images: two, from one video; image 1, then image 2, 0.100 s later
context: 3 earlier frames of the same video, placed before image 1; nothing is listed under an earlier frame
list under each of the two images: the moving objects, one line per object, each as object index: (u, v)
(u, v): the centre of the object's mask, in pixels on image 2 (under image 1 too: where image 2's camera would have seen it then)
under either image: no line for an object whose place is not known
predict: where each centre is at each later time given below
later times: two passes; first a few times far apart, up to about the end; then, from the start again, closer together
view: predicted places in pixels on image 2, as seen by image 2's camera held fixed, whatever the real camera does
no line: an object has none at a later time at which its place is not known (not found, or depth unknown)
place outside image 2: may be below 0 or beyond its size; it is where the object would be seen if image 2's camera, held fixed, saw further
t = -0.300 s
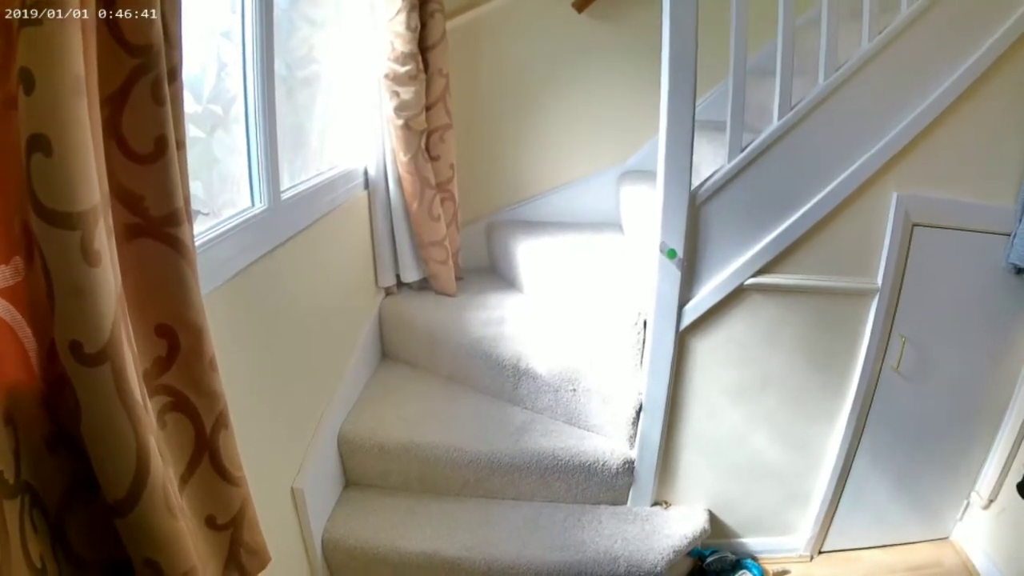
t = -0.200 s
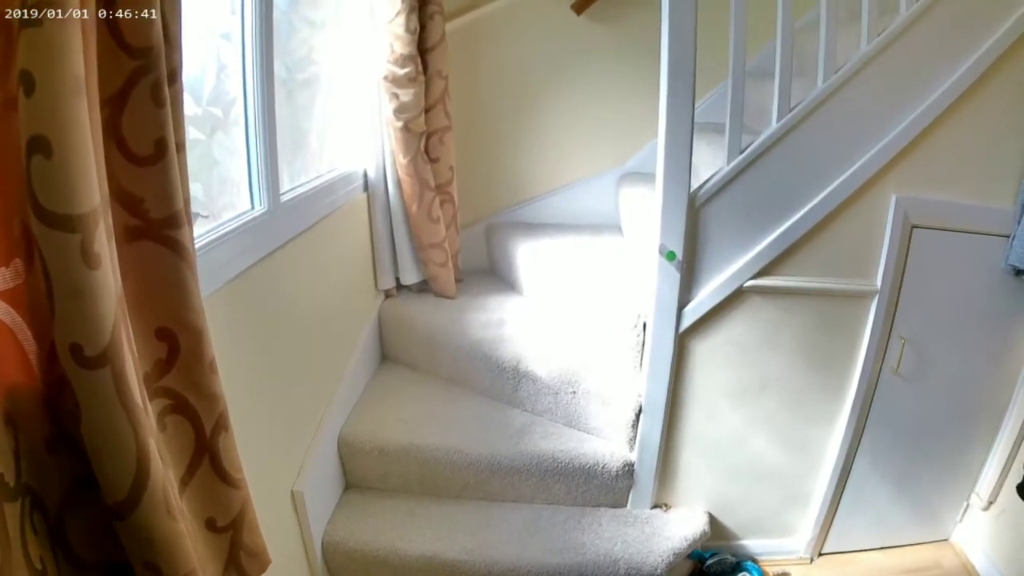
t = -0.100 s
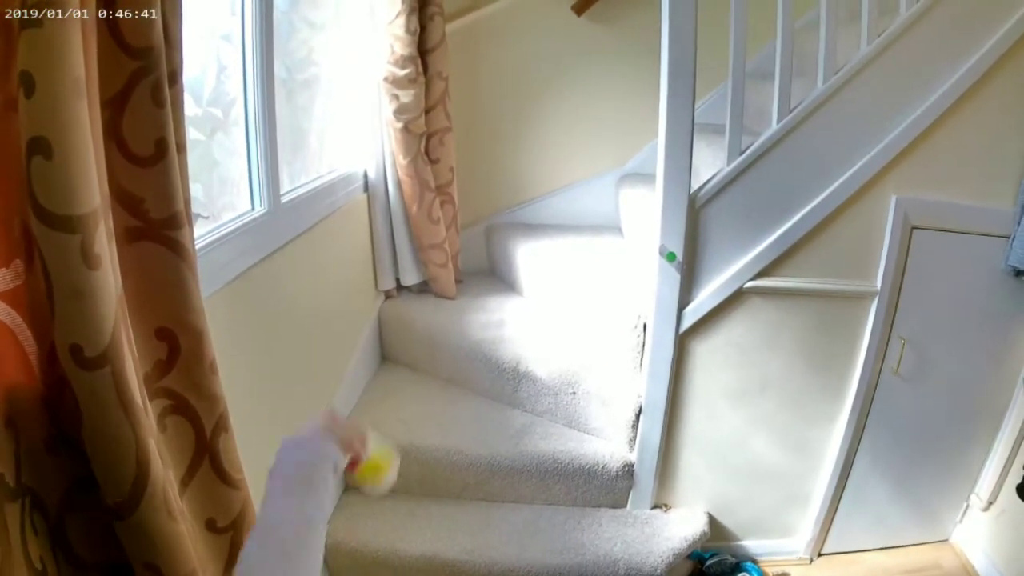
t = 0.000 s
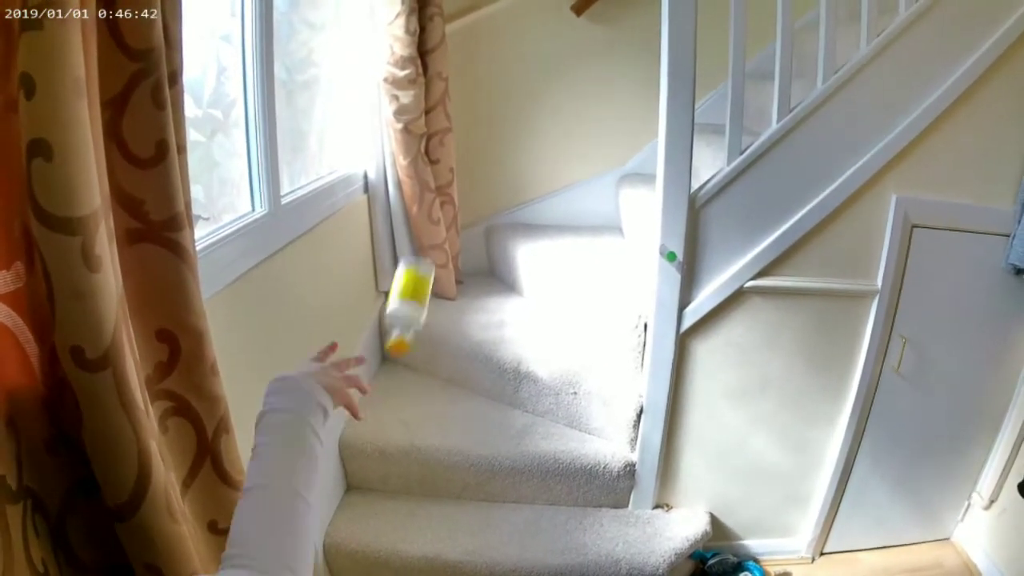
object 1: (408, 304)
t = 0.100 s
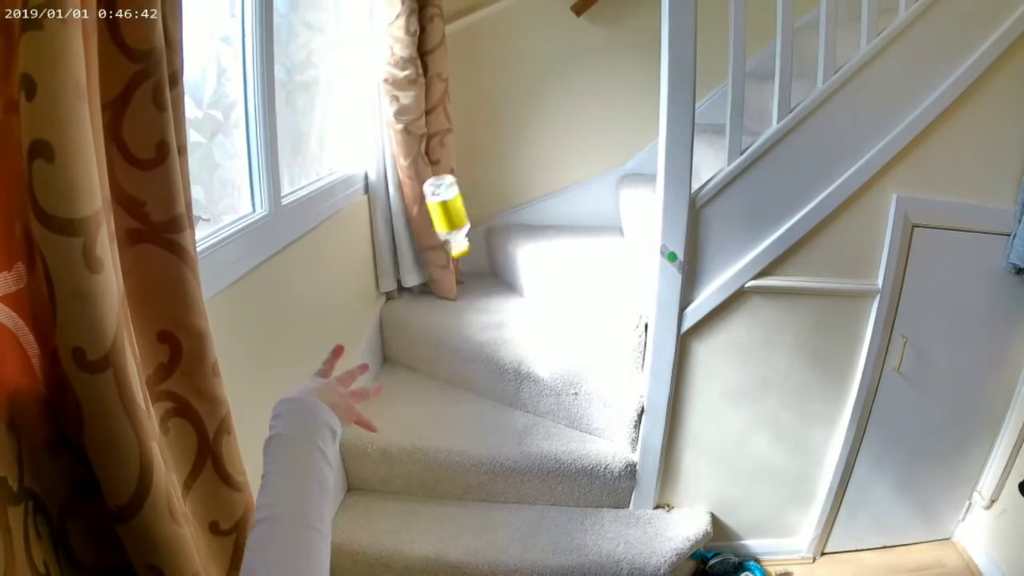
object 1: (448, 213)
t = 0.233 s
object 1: (479, 202)
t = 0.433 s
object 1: (511, 296)
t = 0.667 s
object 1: (505, 283)
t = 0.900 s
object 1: (496, 294)
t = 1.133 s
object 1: (496, 295)
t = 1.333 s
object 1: (496, 295)
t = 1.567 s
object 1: (496, 295)
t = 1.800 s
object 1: (496, 296)
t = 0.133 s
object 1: (457, 200)
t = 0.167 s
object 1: (465, 194)
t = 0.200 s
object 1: (473, 195)
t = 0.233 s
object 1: (479, 202)
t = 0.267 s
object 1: (486, 214)
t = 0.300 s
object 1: (493, 227)
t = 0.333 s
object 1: (499, 242)
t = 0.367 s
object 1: (503, 260)
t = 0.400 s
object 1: (507, 277)
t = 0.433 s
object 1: (511, 296)
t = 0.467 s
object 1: (513, 291)
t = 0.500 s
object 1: (513, 290)
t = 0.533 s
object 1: (513, 287)
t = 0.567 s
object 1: (513, 284)
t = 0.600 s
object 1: (510, 281)
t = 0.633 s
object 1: (508, 281)
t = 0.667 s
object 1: (505, 283)
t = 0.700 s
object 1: (502, 287)
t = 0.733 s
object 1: (501, 293)
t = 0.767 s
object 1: (500, 293)
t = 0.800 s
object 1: (498, 293)
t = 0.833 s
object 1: (497, 295)
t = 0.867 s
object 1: (497, 294)
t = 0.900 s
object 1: (496, 294)
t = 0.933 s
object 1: (496, 294)
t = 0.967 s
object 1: (496, 294)
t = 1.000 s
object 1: (496, 294)
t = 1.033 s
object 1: (496, 294)
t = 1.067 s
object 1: (496, 294)
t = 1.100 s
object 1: (496, 295)
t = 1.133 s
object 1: (496, 295)
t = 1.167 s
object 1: (496, 295)
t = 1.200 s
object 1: (496, 295)
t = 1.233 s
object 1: (496, 295)
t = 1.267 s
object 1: (496, 295)
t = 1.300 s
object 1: (496, 295)
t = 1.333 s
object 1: (496, 295)
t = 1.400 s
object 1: (496, 295)
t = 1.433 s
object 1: (496, 295)
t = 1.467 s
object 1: (496, 295)
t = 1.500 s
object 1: (496, 295)
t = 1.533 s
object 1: (496, 295)
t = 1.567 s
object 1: (496, 295)
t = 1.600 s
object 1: (496, 296)
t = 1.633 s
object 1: (496, 295)
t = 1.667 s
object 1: (496, 295)
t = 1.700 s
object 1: (496, 295)
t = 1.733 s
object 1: (496, 295)
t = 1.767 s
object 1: (496, 296)
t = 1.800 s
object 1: (496, 296)
